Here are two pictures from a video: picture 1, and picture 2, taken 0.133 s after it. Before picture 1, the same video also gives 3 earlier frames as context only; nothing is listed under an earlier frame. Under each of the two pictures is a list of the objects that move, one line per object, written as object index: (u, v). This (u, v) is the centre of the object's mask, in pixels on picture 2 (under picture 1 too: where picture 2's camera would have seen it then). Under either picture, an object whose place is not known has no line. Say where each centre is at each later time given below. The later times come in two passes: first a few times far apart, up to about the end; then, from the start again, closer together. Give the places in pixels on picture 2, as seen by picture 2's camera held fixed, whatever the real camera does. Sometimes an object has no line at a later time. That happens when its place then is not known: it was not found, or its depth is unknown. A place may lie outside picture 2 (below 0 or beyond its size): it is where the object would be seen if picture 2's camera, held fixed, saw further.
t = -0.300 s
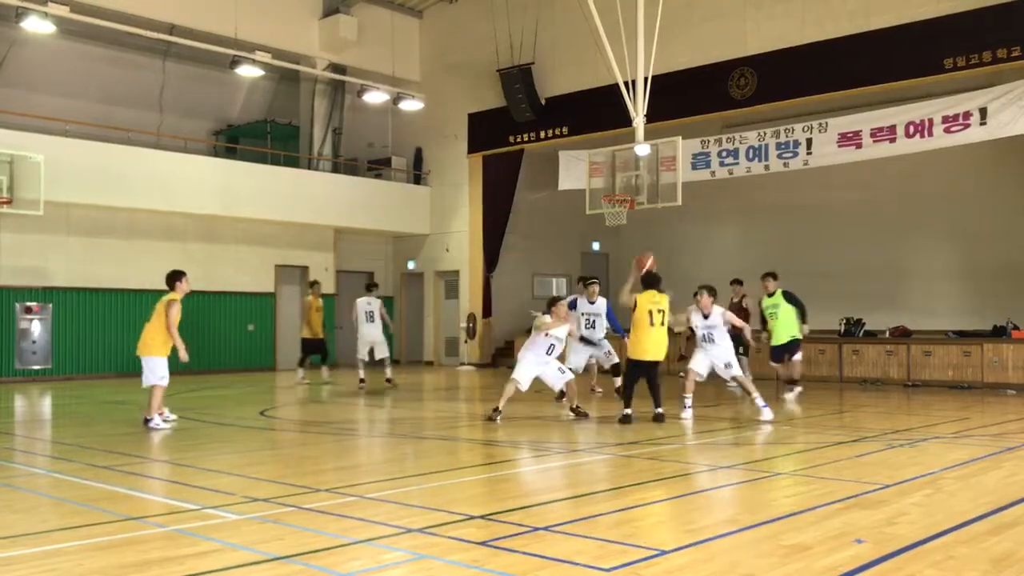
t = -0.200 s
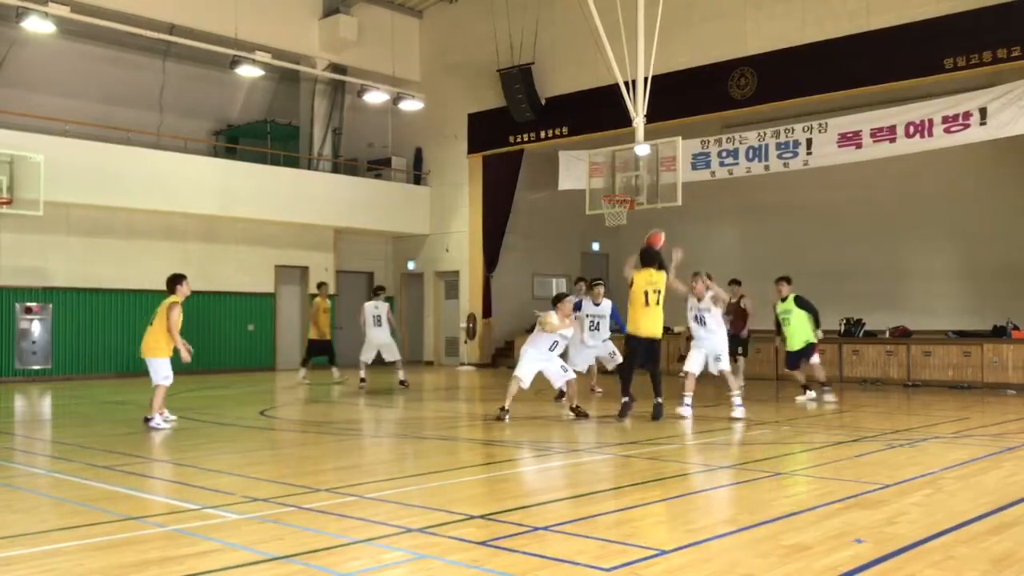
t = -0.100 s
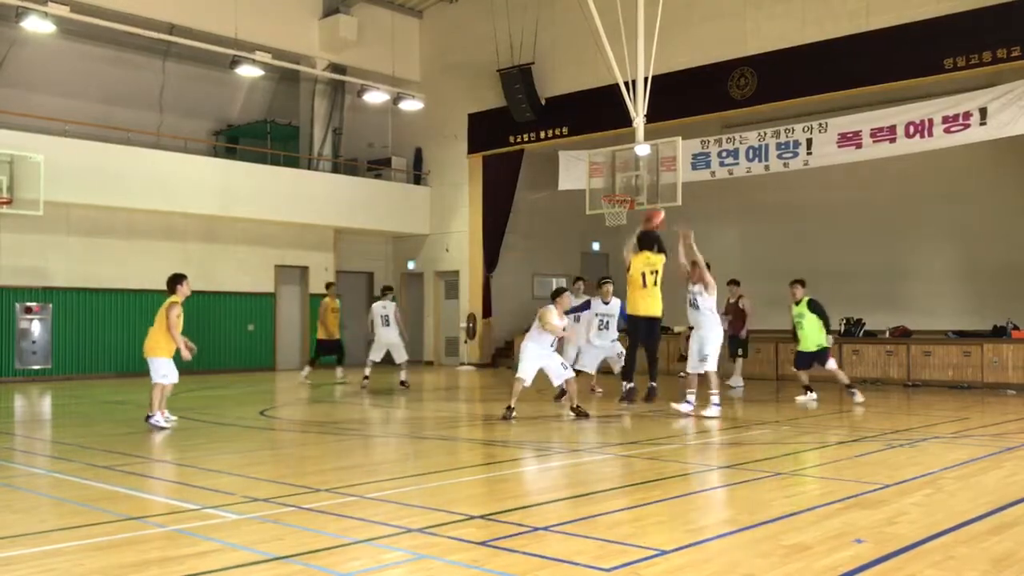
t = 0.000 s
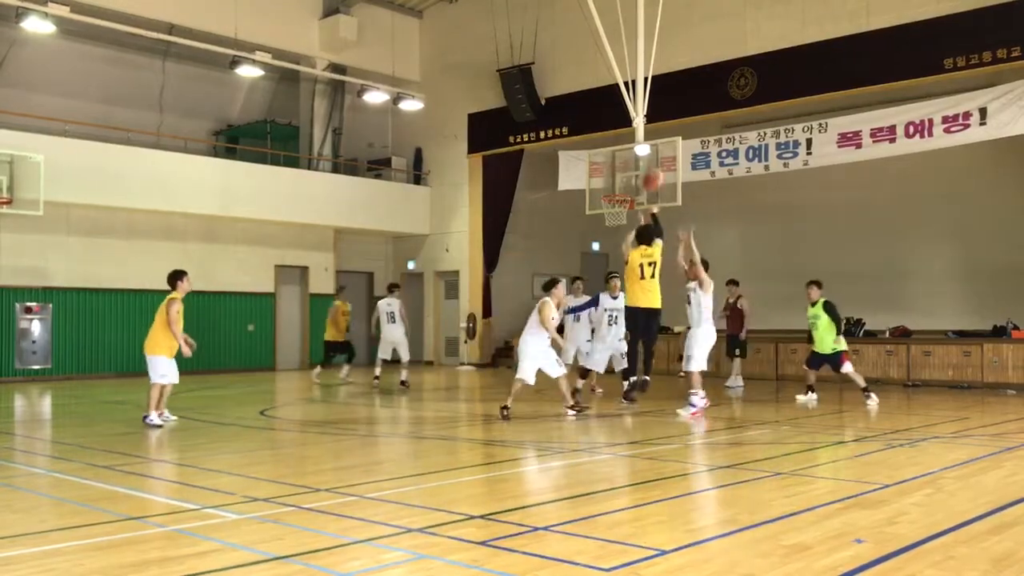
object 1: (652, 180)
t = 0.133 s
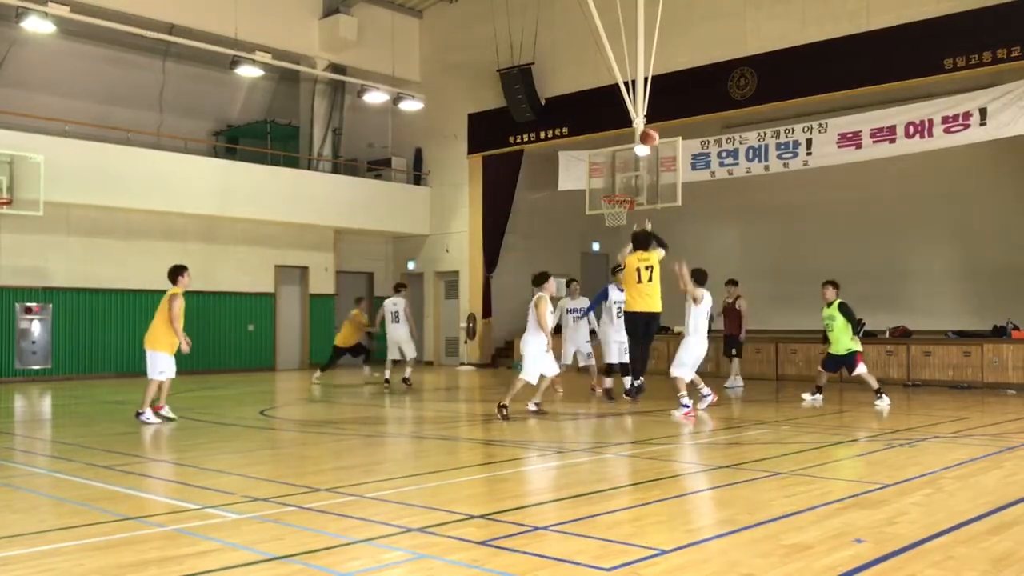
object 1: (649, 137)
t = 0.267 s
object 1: (647, 112)
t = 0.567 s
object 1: (639, 108)
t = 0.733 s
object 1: (638, 132)
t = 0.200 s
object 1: (648, 123)
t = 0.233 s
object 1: (648, 117)
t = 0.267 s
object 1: (647, 112)
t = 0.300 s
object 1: (646, 109)
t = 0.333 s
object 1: (645, 106)
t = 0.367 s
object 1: (644, 104)
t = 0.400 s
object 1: (643, 103)
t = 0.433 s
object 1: (642, 103)
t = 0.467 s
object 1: (642, 104)
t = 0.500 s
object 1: (641, 105)
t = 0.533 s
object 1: (640, 106)
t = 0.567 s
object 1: (639, 108)
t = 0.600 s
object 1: (638, 112)
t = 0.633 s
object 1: (637, 116)
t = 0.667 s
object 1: (637, 120)
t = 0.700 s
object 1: (636, 124)
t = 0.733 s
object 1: (638, 132)
